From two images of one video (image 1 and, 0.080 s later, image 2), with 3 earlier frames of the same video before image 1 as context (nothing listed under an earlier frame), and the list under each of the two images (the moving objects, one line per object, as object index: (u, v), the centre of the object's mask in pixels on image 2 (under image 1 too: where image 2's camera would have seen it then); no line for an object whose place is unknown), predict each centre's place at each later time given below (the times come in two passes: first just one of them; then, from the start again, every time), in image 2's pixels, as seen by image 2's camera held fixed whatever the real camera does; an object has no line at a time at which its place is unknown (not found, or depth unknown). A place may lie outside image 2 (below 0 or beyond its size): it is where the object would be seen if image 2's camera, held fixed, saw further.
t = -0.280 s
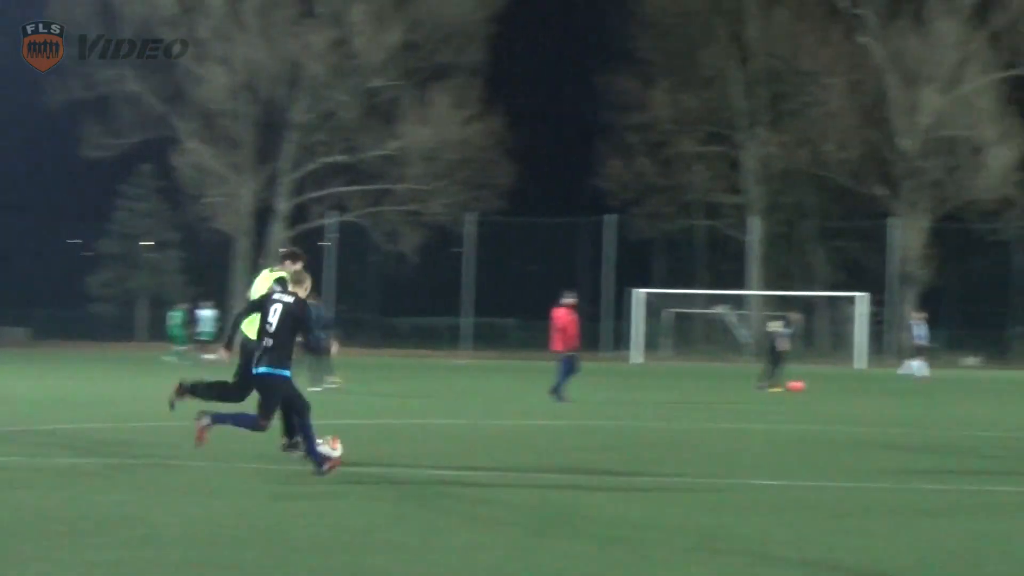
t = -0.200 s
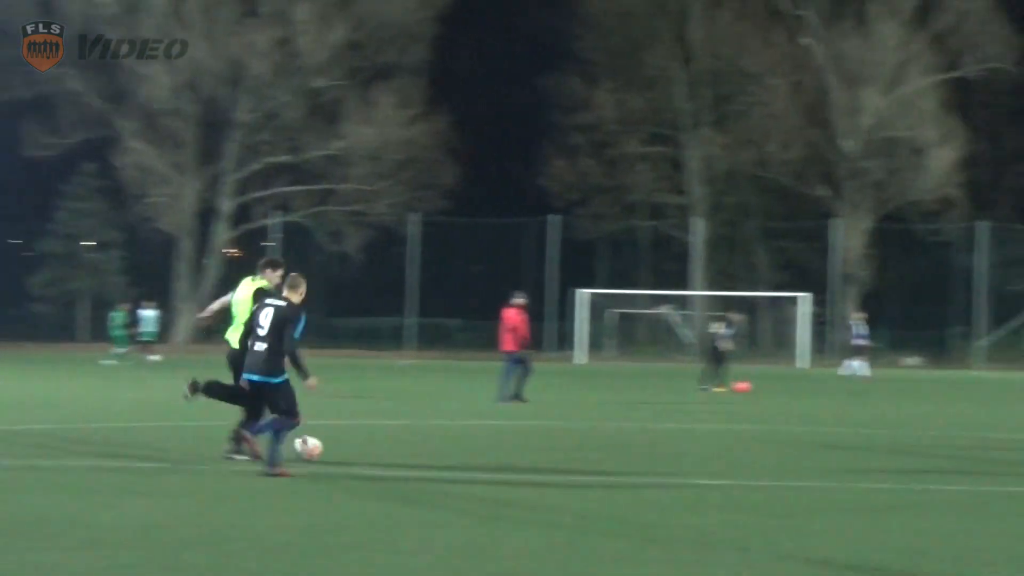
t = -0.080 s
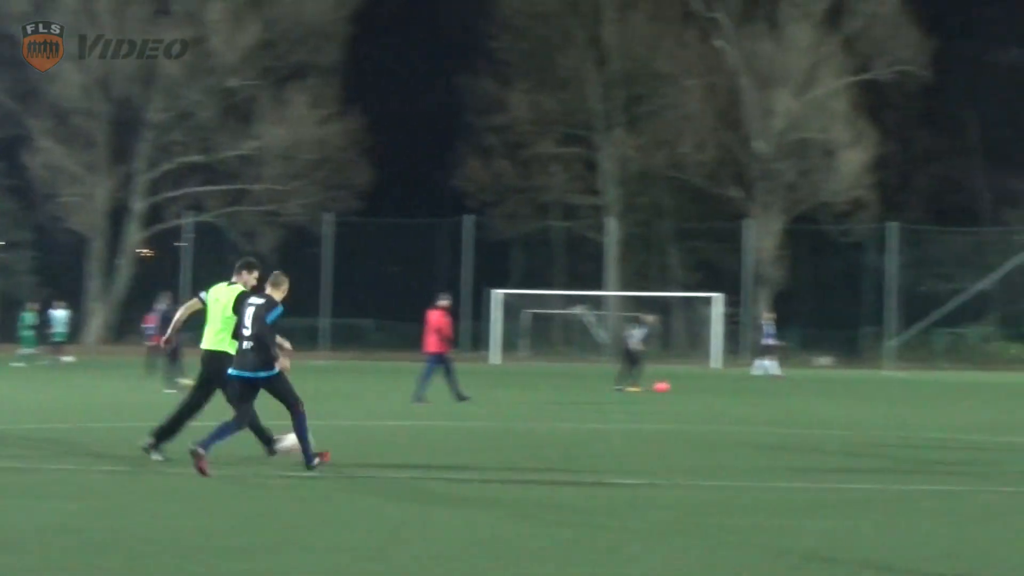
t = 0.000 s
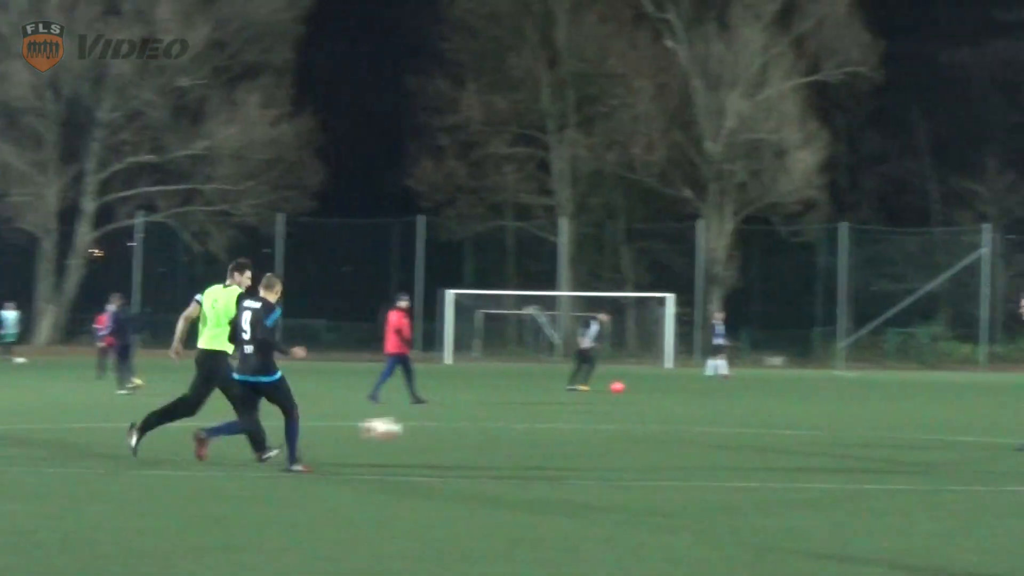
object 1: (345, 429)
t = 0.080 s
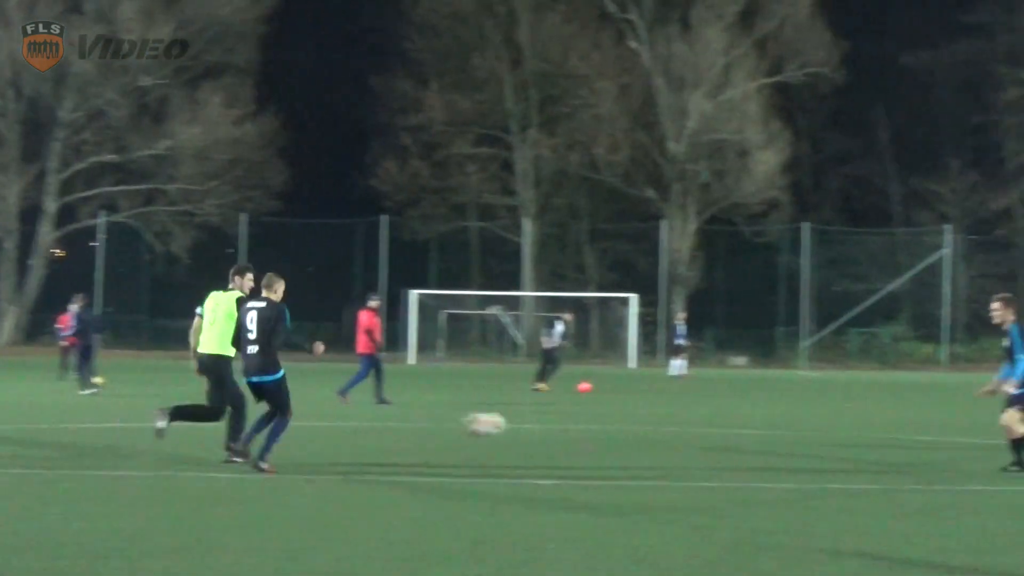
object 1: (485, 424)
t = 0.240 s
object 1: (767, 437)
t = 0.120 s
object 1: (552, 424)
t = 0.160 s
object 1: (622, 425)
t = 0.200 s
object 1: (694, 431)
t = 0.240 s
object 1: (767, 437)
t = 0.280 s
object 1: (842, 447)
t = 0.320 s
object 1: (920, 460)
